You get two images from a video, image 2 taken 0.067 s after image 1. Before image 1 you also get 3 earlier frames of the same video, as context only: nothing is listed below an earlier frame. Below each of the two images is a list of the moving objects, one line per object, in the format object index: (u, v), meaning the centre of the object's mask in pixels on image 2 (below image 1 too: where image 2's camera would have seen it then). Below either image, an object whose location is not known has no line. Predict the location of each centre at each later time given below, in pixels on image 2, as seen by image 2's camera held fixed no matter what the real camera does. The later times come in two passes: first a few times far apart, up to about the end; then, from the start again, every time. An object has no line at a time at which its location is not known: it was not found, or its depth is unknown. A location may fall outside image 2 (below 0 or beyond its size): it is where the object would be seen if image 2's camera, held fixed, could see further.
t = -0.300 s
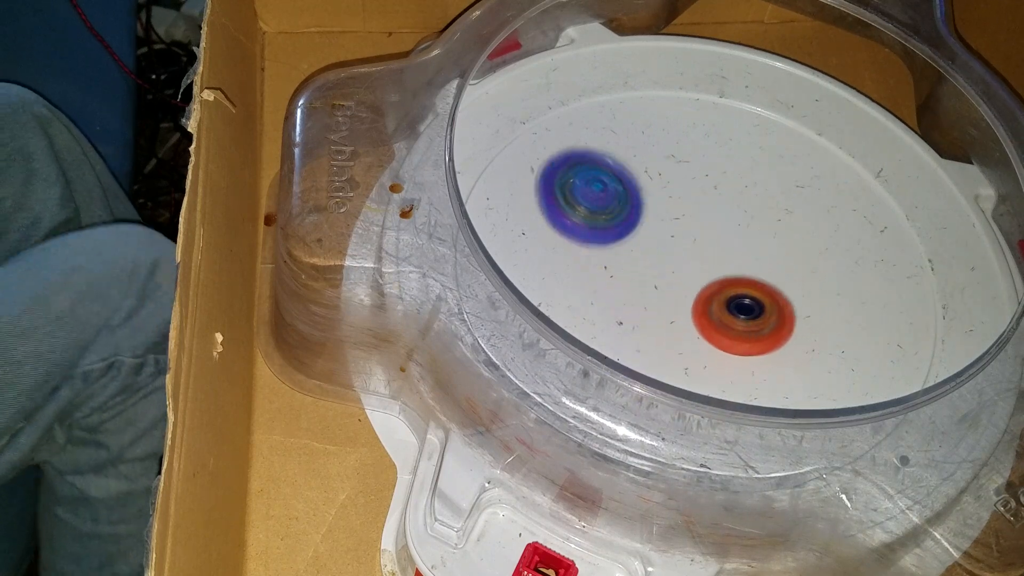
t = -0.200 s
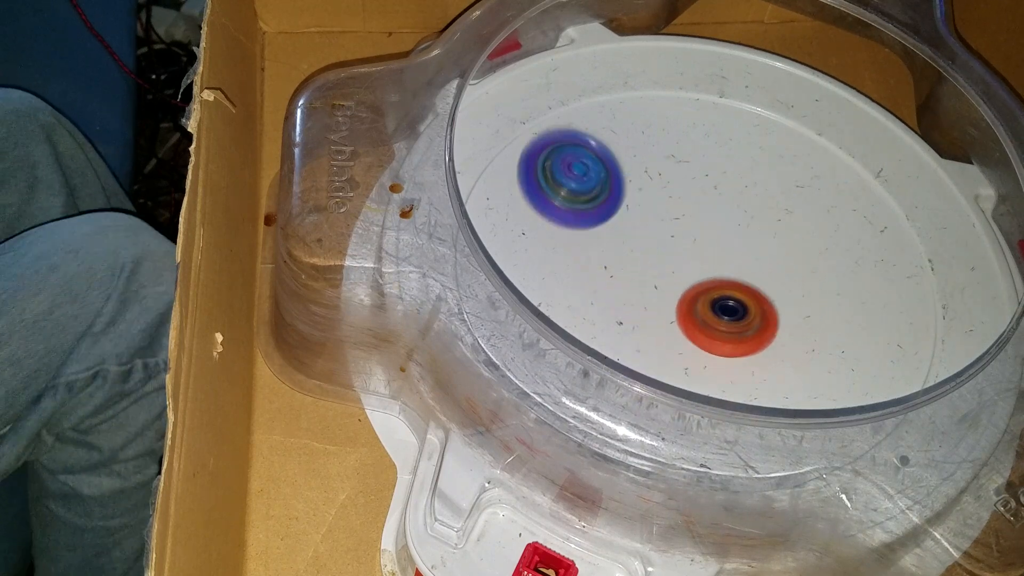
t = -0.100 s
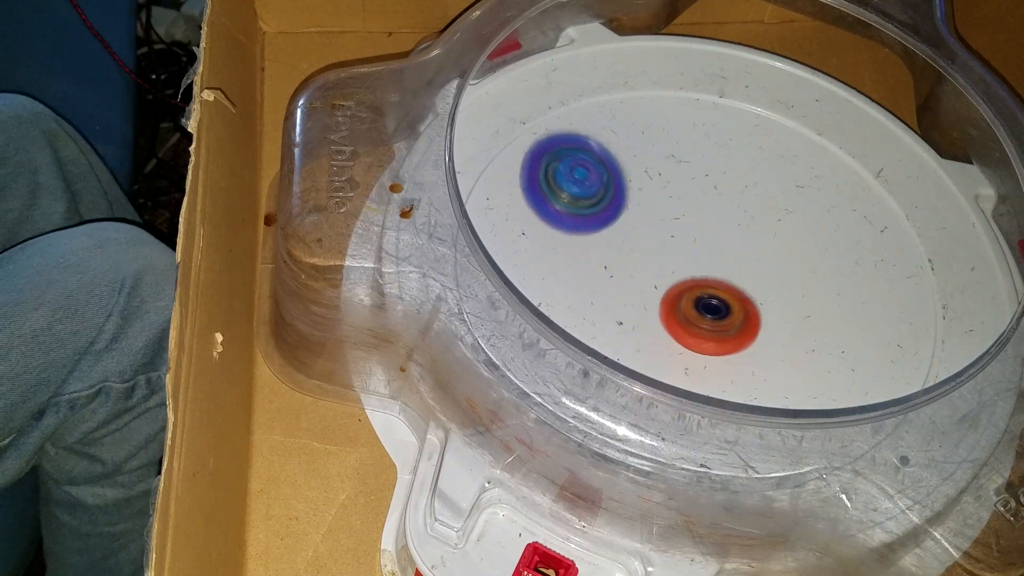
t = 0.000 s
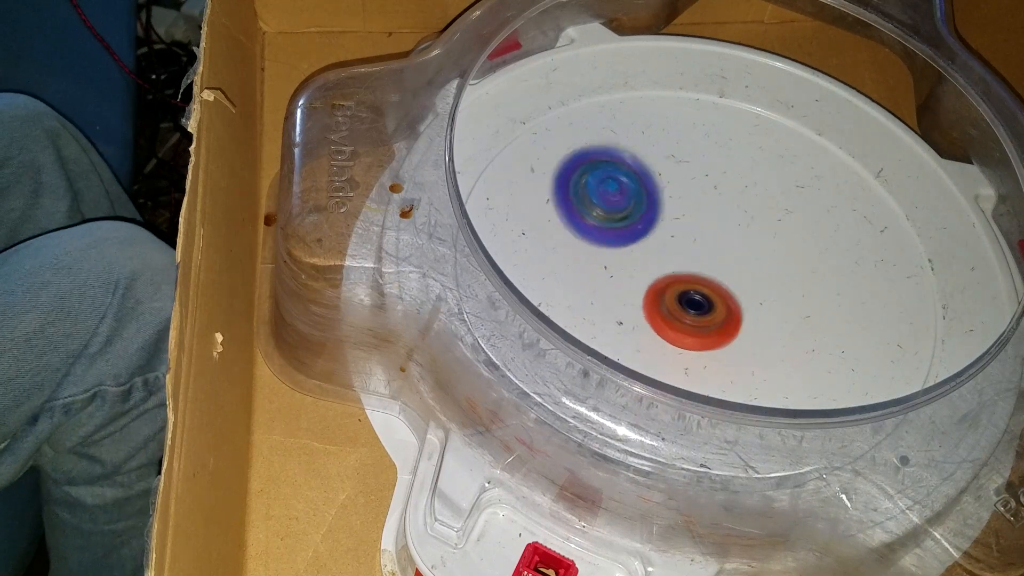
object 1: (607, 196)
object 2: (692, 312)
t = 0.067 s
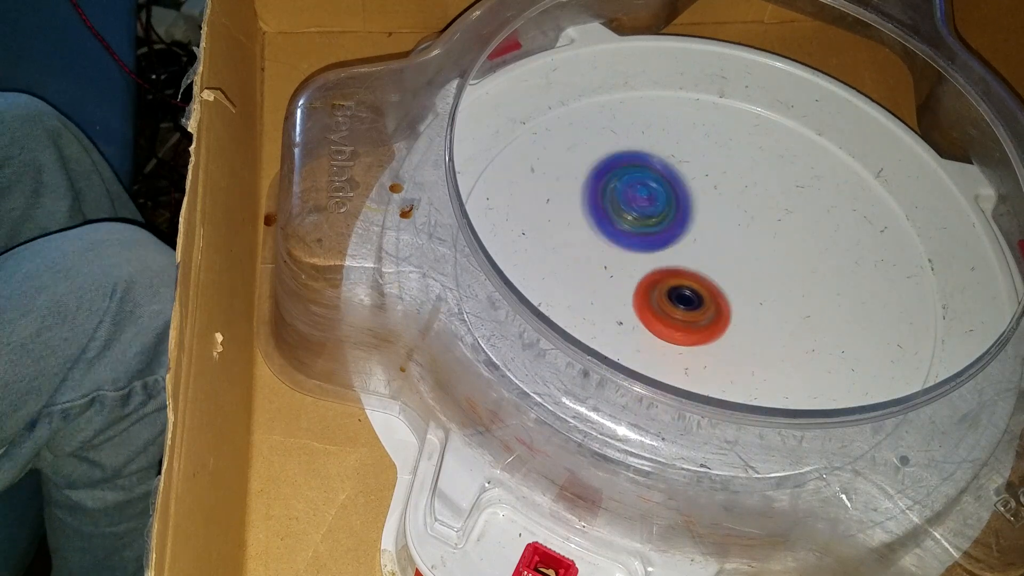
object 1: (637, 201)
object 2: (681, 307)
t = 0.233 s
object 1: (715, 197)
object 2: (661, 290)
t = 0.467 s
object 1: (795, 171)
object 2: (648, 261)
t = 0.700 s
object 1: (790, 187)
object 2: (656, 234)
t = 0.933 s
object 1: (787, 273)
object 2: (682, 218)
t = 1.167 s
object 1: (800, 343)
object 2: (716, 215)
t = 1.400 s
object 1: (782, 355)
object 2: (748, 230)
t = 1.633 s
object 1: (689, 317)
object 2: (767, 254)
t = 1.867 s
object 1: (609, 282)
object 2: (765, 281)
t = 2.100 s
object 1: (590, 265)
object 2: (741, 300)
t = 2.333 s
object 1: (634, 217)
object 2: (715, 312)
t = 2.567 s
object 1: (664, 164)
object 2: (690, 307)
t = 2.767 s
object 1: (685, 151)
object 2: (675, 289)
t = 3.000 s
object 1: (741, 200)
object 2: (666, 264)
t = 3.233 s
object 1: (811, 247)
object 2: (666, 249)
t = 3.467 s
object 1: (842, 287)
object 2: (685, 240)
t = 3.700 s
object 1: (791, 315)
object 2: (713, 239)
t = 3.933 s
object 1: (716, 336)
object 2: (736, 242)
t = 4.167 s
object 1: (651, 330)
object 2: (749, 253)
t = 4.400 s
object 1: (621, 285)
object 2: (745, 265)
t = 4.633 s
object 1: (625, 231)
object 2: (727, 276)
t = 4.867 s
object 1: (649, 184)
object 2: (714, 287)
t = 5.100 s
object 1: (696, 168)
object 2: (697, 285)
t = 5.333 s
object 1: (749, 195)
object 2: (685, 274)
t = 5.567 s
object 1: (801, 242)
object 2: (671, 261)
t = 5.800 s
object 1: (823, 287)
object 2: (671, 253)
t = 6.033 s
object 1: (779, 318)
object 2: (686, 249)
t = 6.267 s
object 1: (720, 340)
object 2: (704, 238)
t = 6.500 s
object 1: (664, 325)
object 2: (722, 240)
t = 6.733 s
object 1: (637, 273)
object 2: (735, 253)
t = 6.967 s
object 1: (619, 222)
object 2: (761, 268)
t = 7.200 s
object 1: (653, 192)
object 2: (758, 280)
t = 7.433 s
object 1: (713, 191)
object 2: (733, 284)
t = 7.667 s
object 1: (769, 210)
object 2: (701, 278)
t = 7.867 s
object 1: (795, 245)
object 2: (681, 263)
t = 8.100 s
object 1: (776, 290)
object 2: (676, 242)
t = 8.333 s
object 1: (726, 317)
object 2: (683, 221)
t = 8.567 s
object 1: (668, 304)
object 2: (702, 219)
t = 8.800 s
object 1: (632, 261)
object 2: (729, 237)
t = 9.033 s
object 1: (635, 222)
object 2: (740, 261)
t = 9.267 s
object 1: (670, 194)
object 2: (729, 285)
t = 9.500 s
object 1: (717, 197)
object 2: (699, 287)
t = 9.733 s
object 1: (772, 204)
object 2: (636, 305)
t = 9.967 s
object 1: (767, 236)
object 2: (641, 289)
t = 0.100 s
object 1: (654, 202)
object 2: (677, 304)
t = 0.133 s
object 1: (670, 201)
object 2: (673, 301)
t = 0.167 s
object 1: (686, 200)
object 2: (668, 297)
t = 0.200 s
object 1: (701, 199)
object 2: (665, 294)
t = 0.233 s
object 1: (715, 197)
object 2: (661, 290)
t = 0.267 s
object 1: (729, 194)
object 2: (658, 286)
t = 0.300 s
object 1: (742, 191)
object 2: (655, 282)
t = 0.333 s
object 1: (755, 188)
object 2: (653, 278)
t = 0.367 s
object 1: (766, 184)
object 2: (651, 274)
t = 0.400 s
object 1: (777, 180)
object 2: (650, 270)
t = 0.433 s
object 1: (787, 176)
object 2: (649, 265)
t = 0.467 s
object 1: (795, 171)
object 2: (648, 261)
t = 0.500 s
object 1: (801, 167)
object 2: (648, 257)
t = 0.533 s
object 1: (804, 164)
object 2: (648, 252)
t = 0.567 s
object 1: (804, 164)
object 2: (649, 249)
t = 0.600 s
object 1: (802, 165)
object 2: (650, 245)
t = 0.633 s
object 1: (798, 170)
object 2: (651, 241)
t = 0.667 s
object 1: (794, 177)
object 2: (653, 237)
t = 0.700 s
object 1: (790, 187)
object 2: (656, 234)
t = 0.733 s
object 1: (788, 197)
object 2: (659, 231)
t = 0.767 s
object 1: (786, 210)
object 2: (662, 228)
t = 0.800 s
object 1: (784, 223)
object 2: (666, 225)
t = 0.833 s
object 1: (784, 236)
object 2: (669, 223)
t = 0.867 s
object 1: (785, 249)
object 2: (674, 221)
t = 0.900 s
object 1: (786, 262)
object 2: (678, 219)
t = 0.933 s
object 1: (787, 273)
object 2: (682, 218)
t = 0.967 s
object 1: (789, 285)
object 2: (687, 217)
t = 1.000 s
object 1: (790, 296)
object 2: (692, 216)
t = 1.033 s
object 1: (792, 306)
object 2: (697, 215)
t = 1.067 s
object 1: (794, 317)
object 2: (702, 215)
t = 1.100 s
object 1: (796, 326)
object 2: (706, 215)
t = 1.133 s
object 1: (798, 335)
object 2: (711, 215)
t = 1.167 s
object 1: (800, 343)
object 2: (716, 215)
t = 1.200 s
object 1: (801, 350)
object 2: (721, 217)
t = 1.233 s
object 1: (802, 356)
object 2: (726, 218)
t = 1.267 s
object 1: (801, 360)
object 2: (731, 220)
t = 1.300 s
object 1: (799, 361)
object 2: (735, 222)
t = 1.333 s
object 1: (795, 360)
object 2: (740, 224)
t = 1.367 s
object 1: (790, 359)
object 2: (744, 227)
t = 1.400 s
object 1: (782, 355)
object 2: (748, 230)
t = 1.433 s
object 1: (771, 349)
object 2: (752, 233)
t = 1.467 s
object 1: (759, 343)
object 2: (755, 236)
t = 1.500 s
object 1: (745, 338)
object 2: (758, 240)
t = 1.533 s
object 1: (731, 332)
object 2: (761, 243)
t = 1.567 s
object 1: (717, 327)
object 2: (763, 247)
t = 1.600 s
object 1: (703, 322)
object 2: (765, 250)
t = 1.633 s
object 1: (689, 317)
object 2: (767, 254)
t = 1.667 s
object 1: (676, 312)
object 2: (768, 258)
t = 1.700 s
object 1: (663, 306)
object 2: (769, 262)
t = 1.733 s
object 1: (651, 301)
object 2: (769, 266)
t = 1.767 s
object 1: (639, 296)
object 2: (769, 270)
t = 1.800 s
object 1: (628, 291)
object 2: (768, 274)
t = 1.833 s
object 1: (618, 286)
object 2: (767, 277)
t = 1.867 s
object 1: (609, 282)
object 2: (765, 281)
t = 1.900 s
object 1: (601, 278)
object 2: (763, 284)
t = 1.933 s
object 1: (594, 274)
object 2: (760, 288)
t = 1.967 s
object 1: (588, 271)
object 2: (757, 291)
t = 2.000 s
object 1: (584, 269)
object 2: (753, 293)
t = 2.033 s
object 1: (584, 267)
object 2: (750, 296)
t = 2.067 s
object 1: (586, 266)
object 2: (745, 298)
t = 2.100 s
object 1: (590, 265)
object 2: (741, 300)
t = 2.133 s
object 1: (597, 262)
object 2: (736, 301)
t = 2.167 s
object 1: (606, 258)
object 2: (730, 302)
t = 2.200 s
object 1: (615, 253)
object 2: (725, 303)
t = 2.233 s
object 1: (623, 246)
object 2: (720, 304)
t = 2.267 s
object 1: (628, 236)
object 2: (720, 309)
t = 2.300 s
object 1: (631, 226)
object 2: (719, 311)
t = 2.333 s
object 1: (634, 217)
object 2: (715, 312)
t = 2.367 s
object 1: (638, 209)
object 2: (711, 312)
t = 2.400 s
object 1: (642, 200)
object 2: (708, 313)
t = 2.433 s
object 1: (647, 192)
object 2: (704, 312)
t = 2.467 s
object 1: (652, 184)
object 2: (700, 311)
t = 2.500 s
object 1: (656, 177)
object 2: (696, 310)
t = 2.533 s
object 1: (660, 170)
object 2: (693, 309)
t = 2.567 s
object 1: (664, 164)
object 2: (690, 307)
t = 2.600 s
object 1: (669, 158)
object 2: (687, 305)
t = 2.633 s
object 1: (672, 153)
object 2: (684, 302)
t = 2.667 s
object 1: (676, 149)
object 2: (681, 299)
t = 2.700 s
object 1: (679, 147)
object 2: (679, 296)
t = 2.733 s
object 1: (681, 148)
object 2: (677, 293)
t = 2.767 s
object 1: (685, 151)
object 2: (675, 289)
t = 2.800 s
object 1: (690, 156)
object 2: (673, 286)
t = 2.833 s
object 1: (696, 162)
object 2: (672, 282)
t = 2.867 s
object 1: (704, 170)
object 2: (671, 278)
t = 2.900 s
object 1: (712, 178)
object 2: (671, 274)
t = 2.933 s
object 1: (721, 186)
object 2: (670, 270)
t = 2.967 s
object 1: (731, 193)
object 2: (670, 266)
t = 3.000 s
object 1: (741, 200)
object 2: (666, 264)
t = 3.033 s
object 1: (752, 207)
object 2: (663, 262)
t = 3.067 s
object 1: (762, 214)
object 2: (663, 259)
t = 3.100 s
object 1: (773, 221)
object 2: (663, 257)
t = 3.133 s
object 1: (782, 227)
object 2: (663, 255)
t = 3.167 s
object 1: (792, 234)
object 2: (664, 253)
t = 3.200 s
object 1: (802, 241)
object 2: (665, 251)
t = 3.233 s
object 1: (811, 247)
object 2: (666, 249)
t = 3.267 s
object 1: (819, 253)
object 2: (668, 247)
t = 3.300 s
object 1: (826, 258)
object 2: (670, 246)
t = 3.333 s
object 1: (833, 264)
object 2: (673, 244)
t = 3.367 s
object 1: (838, 271)
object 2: (676, 243)
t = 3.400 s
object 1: (841, 276)
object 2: (679, 242)
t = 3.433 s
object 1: (843, 282)
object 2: (682, 241)
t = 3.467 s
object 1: (842, 287)
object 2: (685, 240)
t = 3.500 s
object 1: (840, 292)
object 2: (689, 239)
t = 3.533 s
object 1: (835, 296)
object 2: (693, 239)
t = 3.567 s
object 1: (829, 300)
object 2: (697, 239)
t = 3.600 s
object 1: (821, 304)
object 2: (701, 238)
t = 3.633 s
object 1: (813, 307)
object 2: (705, 239)
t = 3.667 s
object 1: (802, 311)
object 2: (709, 239)
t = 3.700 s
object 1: (791, 315)
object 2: (713, 239)
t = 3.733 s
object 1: (782, 318)
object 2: (717, 239)
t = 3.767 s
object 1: (770, 321)
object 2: (721, 240)
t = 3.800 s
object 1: (757, 325)
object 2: (724, 240)
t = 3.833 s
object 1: (746, 328)
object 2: (727, 240)
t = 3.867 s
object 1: (735, 331)
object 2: (731, 240)
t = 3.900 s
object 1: (724, 334)
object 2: (734, 241)
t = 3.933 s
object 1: (716, 336)
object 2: (736, 242)
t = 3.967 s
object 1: (706, 337)
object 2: (739, 243)
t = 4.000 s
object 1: (695, 338)
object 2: (741, 244)
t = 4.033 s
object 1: (685, 338)
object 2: (743, 246)
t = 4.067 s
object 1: (675, 337)
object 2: (745, 247)
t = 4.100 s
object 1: (666, 336)
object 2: (747, 249)
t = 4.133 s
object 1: (659, 334)
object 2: (748, 251)
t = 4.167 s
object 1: (651, 330)
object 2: (749, 253)
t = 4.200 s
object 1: (644, 326)
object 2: (749, 255)
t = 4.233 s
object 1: (638, 321)
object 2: (749, 257)
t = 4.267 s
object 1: (632, 315)
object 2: (749, 258)
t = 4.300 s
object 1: (629, 309)
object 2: (749, 260)
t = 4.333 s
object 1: (626, 301)
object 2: (748, 262)
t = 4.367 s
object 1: (624, 293)
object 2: (747, 264)
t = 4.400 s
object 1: (621, 285)
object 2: (745, 265)
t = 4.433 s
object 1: (620, 278)
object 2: (743, 267)
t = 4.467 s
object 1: (619, 271)
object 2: (740, 268)
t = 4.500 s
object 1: (620, 263)
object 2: (738, 270)
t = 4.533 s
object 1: (621, 254)
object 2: (734, 271)
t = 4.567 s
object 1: (621, 246)
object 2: (731, 273)
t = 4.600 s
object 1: (622, 239)
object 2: (727, 274)
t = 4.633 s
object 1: (625, 231)
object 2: (727, 276)
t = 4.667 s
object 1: (626, 222)
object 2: (726, 280)
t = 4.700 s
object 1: (628, 214)
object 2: (724, 281)
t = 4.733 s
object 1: (629, 207)
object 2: (722, 283)
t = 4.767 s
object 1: (633, 201)
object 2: (720, 284)
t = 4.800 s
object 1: (638, 195)
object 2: (718, 285)
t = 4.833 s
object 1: (644, 189)
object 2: (716, 286)
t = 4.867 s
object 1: (649, 184)
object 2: (714, 287)
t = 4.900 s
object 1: (654, 179)
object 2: (711, 288)
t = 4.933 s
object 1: (661, 176)
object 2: (708, 288)
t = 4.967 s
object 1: (668, 173)
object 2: (706, 288)
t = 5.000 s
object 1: (674, 169)
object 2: (704, 287)
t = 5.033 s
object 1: (680, 168)
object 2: (701, 287)
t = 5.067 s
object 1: (688, 167)
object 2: (699, 286)
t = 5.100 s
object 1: (696, 168)
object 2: (697, 285)
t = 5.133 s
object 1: (703, 168)
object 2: (695, 284)
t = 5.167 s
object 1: (710, 171)
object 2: (693, 283)
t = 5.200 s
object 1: (718, 174)
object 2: (691, 281)
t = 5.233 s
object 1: (727, 180)
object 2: (689, 279)
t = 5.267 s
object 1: (734, 183)
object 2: (688, 278)
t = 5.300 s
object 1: (742, 189)
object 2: (686, 276)
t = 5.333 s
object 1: (749, 195)
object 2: (685, 274)
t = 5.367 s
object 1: (756, 203)
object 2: (684, 272)
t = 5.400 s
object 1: (764, 209)
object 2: (683, 269)
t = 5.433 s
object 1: (769, 216)
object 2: (682, 267)
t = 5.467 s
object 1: (777, 224)
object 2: (680, 265)
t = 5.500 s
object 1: (787, 231)
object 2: (675, 264)
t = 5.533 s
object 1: (795, 237)
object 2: (673, 262)
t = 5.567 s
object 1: (801, 242)
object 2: (671, 261)
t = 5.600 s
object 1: (808, 249)
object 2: (670, 260)
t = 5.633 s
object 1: (813, 256)
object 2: (669, 258)
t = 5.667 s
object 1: (819, 262)
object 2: (669, 257)
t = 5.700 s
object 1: (821, 268)
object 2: (669, 256)
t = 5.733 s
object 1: (823, 274)
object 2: (669, 255)
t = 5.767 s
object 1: (823, 282)
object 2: (670, 254)
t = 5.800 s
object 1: (823, 287)
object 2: (671, 253)
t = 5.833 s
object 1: (819, 293)
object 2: (672, 252)
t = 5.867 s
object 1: (814, 298)
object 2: (674, 251)
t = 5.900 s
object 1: (810, 304)
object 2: (675, 250)
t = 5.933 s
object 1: (803, 307)
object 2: (678, 250)
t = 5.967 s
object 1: (795, 311)
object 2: (680, 249)
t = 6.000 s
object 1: (785, 315)
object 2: (683, 249)
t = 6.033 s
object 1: (779, 318)
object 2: (686, 249)
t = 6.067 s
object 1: (766, 319)
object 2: (689, 249)
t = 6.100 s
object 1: (757, 323)
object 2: (691, 247)
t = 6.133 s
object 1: (748, 329)
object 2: (694, 243)
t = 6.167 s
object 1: (742, 331)
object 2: (697, 241)
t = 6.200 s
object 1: (733, 336)
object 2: (699, 240)
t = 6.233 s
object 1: (725, 338)
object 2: (702, 239)
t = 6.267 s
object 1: (720, 340)
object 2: (704, 238)
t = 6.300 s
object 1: (709, 341)
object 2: (707, 238)
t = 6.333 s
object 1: (701, 340)
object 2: (709, 238)
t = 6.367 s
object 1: (693, 340)
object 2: (712, 238)
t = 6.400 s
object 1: (685, 337)
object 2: (715, 238)
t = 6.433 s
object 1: (678, 333)
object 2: (717, 238)
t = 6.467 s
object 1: (670, 330)
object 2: (720, 239)
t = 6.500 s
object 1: (664, 325)
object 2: (722, 240)
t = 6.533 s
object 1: (657, 318)
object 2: (725, 242)
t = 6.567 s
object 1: (652, 312)
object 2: (727, 243)
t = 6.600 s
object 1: (648, 305)
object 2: (729, 245)
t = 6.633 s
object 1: (644, 297)
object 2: (731, 247)
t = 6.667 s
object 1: (640, 289)
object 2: (733, 248)
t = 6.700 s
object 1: (640, 282)
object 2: (734, 250)
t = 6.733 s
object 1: (637, 273)
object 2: (735, 253)
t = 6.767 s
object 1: (636, 266)
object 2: (736, 255)
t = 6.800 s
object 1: (632, 257)
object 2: (746, 258)
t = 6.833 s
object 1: (626, 248)
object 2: (751, 260)
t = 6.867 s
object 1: (623, 242)
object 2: (754, 262)
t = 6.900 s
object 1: (622, 236)
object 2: (757, 264)
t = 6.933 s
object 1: (620, 228)
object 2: (759, 266)
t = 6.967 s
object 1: (619, 222)
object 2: (761, 268)
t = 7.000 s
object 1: (622, 216)
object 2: (762, 270)
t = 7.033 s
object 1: (624, 209)
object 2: (763, 272)
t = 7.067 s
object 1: (626, 205)
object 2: (763, 274)
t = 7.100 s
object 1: (633, 201)
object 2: (762, 275)
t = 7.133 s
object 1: (638, 196)
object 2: (762, 277)
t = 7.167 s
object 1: (645, 194)
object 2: (760, 279)
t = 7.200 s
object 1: (653, 192)
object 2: (758, 280)
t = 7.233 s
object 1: (660, 189)
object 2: (755, 281)
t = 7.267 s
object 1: (669, 189)
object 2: (752, 282)
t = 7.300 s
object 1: (678, 188)
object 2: (749, 282)
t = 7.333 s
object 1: (686, 188)
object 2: (746, 283)
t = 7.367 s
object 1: (695, 189)
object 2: (742, 283)
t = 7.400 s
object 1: (704, 190)
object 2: (738, 283)
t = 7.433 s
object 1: (713, 191)
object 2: (733, 284)
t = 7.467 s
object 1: (722, 193)
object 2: (728, 285)
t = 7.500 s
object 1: (731, 192)
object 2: (724, 284)
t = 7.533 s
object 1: (738, 195)
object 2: (719, 284)
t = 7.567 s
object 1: (747, 198)
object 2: (715, 283)
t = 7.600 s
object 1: (755, 199)
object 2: (710, 282)
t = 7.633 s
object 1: (762, 204)
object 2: (706, 280)
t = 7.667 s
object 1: (769, 210)
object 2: (701, 278)
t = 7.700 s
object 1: (775, 213)
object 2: (697, 276)
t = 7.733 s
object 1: (780, 219)
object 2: (694, 274)
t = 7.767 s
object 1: (786, 226)
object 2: (690, 272)
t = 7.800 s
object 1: (788, 231)
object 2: (687, 269)
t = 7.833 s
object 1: (791, 239)
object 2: (684, 266)
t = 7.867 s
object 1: (795, 245)
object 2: (681, 263)
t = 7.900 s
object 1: (794, 253)
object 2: (679, 260)
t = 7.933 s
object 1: (793, 260)
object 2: (677, 257)
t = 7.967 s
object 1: (793, 265)
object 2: (676, 253)
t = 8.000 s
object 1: (790, 273)
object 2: (675, 251)
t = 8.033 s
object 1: (787, 280)
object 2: (675, 248)
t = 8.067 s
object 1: (781, 284)
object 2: (675, 245)
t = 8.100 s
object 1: (776, 290)
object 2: (676, 242)
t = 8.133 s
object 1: (772, 296)
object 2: (677, 240)
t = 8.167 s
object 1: (763, 301)
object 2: (677, 236)
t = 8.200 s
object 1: (756, 306)
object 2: (677, 231)
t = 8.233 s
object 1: (750, 309)
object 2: (678, 228)
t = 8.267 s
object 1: (743, 313)
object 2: (679, 225)
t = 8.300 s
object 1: (735, 316)
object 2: (680, 223)
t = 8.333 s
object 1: (726, 317)
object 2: (683, 221)
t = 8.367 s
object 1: (717, 318)
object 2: (685, 219)
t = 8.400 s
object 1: (710, 318)
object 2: (688, 218)
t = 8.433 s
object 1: (700, 316)
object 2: (690, 217)
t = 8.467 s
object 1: (691, 315)
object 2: (693, 217)
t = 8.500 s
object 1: (682, 311)
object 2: (696, 217)
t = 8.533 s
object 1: (674, 307)
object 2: (699, 218)
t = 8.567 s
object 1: (668, 304)
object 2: (702, 219)
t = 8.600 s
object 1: (660, 298)
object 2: (706, 220)
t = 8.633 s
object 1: (653, 293)
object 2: (709, 223)
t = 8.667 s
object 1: (649, 286)
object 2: (712, 225)
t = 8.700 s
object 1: (644, 280)
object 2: (716, 227)
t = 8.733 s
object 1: (642, 274)
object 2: (718, 230)
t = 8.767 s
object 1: (636, 266)
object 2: (724, 233)
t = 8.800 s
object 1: (632, 261)
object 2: (729, 237)
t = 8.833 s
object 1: (629, 254)
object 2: (732, 241)
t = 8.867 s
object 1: (627, 248)
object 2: (735, 244)
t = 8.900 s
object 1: (627, 243)
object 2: (737, 247)
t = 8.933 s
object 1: (627, 236)
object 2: (739, 250)
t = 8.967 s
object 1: (629, 232)
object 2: (740, 254)
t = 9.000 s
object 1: (632, 226)
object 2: (740, 257)
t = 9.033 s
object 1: (635, 222)
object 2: (740, 261)
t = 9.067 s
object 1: (641, 218)
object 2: (739, 264)
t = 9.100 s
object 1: (645, 214)
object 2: (739, 268)
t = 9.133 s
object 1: (652, 211)
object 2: (738, 272)
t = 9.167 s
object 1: (656, 203)
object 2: (739, 277)
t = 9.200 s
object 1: (660, 201)
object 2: (735, 280)
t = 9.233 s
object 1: (665, 197)
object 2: (733, 283)
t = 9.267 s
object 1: (670, 194)
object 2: (729, 285)
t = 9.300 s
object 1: (677, 191)
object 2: (726, 287)
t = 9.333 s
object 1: (683, 190)
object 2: (722, 288)
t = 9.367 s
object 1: (691, 191)
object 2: (718, 289)
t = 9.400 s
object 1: (697, 190)
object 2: (713, 289)
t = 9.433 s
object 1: (704, 193)
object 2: (709, 289)
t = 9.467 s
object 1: (711, 194)
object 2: (704, 289)
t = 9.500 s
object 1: (717, 197)
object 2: (699, 287)
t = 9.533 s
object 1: (725, 201)
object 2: (696, 286)
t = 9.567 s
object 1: (739, 200)
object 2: (682, 293)
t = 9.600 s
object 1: (754, 198)
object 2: (665, 302)
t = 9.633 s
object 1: (762, 200)
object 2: (651, 307)
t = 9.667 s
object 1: (766, 201)
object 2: (642, 309)
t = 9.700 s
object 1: (768, 203)
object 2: (638, 307)
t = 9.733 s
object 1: (772, 204)
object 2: (636, 305)
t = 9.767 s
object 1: (777, 209)
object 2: (635, 303)
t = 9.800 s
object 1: (780, 215)
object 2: (634, 301)
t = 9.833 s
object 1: (778, 221)
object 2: (634, 298)
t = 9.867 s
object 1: (777, 224)
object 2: (634, 296)
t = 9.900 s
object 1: (774, 229)
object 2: (636, 293)
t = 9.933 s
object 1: (773, 232)
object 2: (638, 291)
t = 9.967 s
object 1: (767, 236)
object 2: (641, 289)
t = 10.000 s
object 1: (762, 239)
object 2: (644, 287)
